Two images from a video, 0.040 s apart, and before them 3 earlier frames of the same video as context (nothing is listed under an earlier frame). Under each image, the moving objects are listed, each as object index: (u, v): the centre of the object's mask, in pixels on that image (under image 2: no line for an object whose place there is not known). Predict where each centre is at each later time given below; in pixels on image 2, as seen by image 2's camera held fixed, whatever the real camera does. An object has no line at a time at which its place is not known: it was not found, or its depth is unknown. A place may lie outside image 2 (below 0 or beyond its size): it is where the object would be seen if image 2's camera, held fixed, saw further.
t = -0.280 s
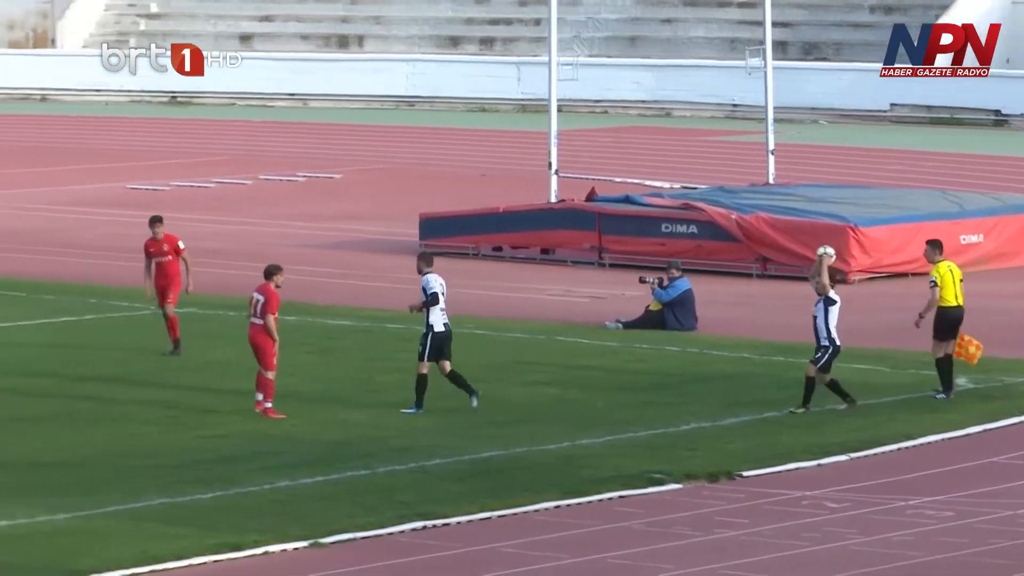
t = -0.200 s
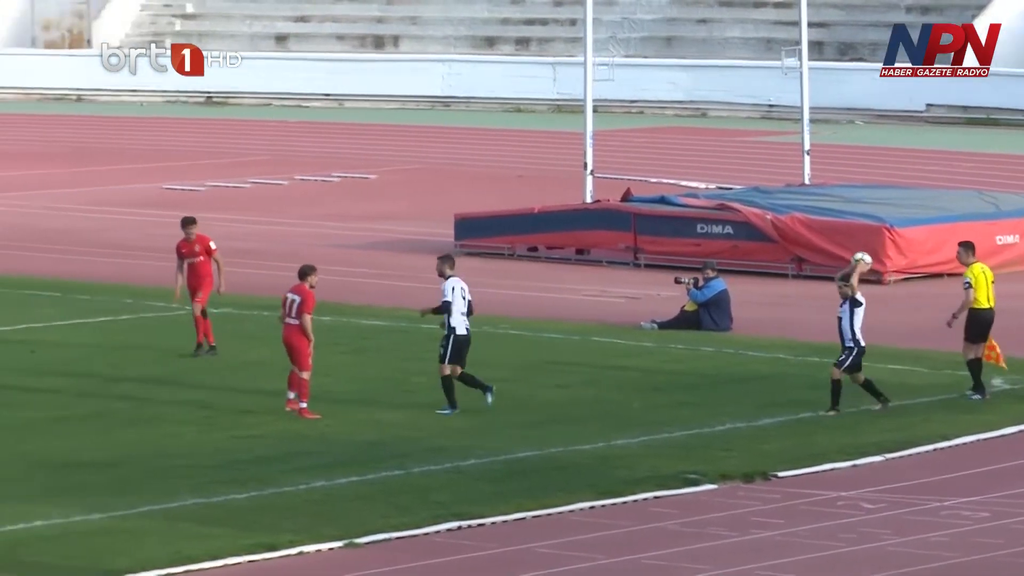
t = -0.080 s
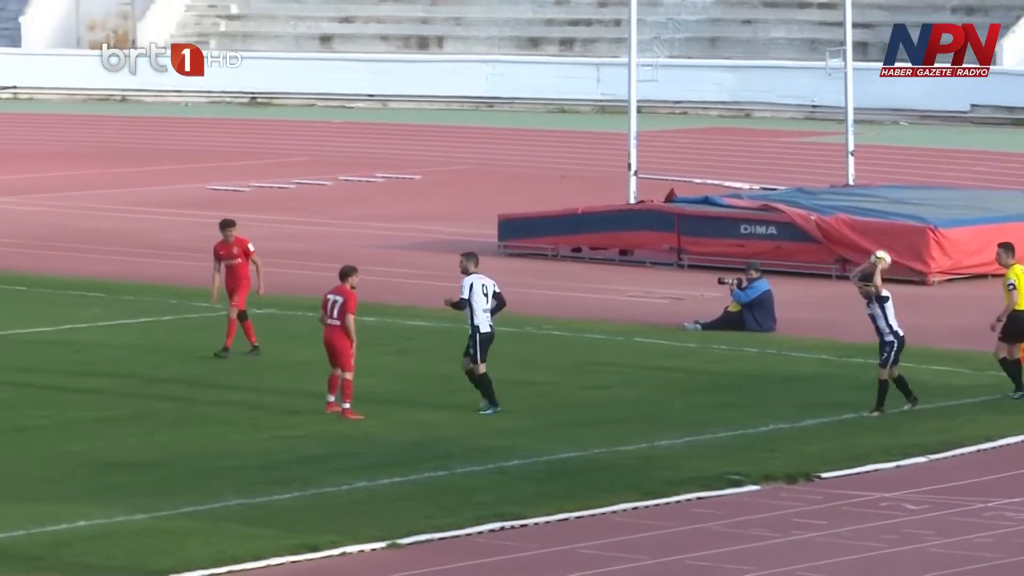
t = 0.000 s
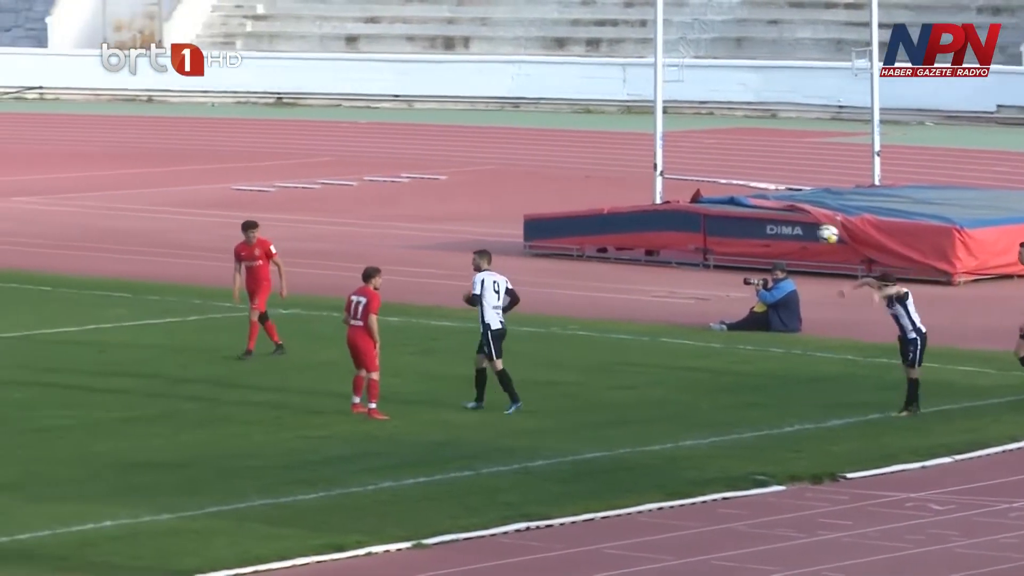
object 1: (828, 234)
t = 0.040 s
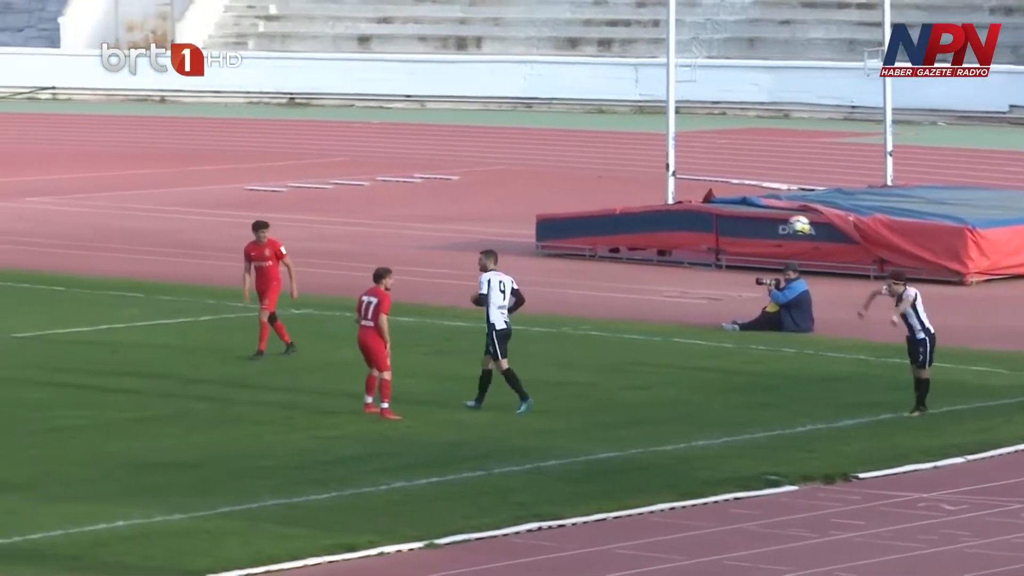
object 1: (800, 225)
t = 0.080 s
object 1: (762, 217)
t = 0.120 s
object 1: (725, 211)
